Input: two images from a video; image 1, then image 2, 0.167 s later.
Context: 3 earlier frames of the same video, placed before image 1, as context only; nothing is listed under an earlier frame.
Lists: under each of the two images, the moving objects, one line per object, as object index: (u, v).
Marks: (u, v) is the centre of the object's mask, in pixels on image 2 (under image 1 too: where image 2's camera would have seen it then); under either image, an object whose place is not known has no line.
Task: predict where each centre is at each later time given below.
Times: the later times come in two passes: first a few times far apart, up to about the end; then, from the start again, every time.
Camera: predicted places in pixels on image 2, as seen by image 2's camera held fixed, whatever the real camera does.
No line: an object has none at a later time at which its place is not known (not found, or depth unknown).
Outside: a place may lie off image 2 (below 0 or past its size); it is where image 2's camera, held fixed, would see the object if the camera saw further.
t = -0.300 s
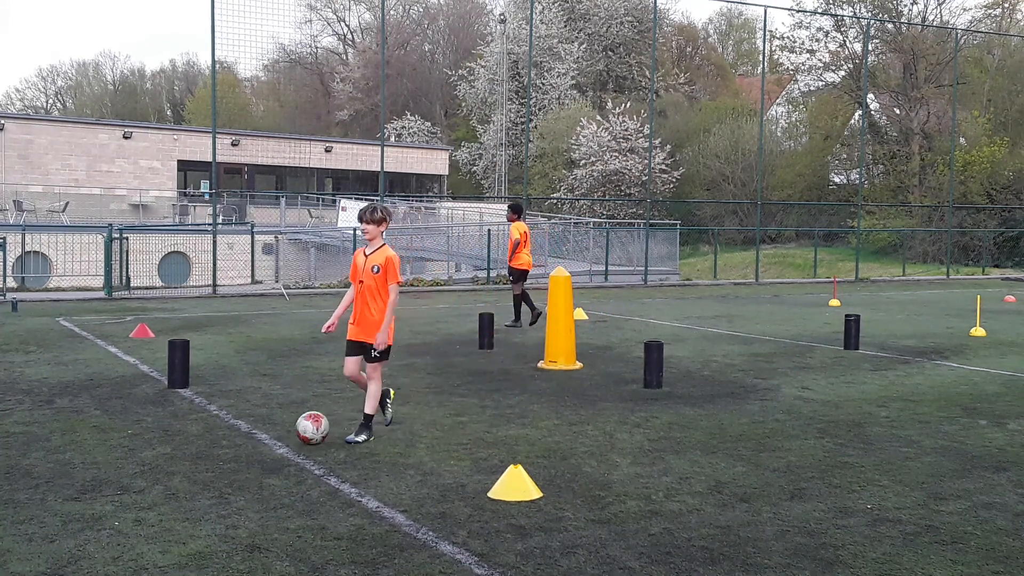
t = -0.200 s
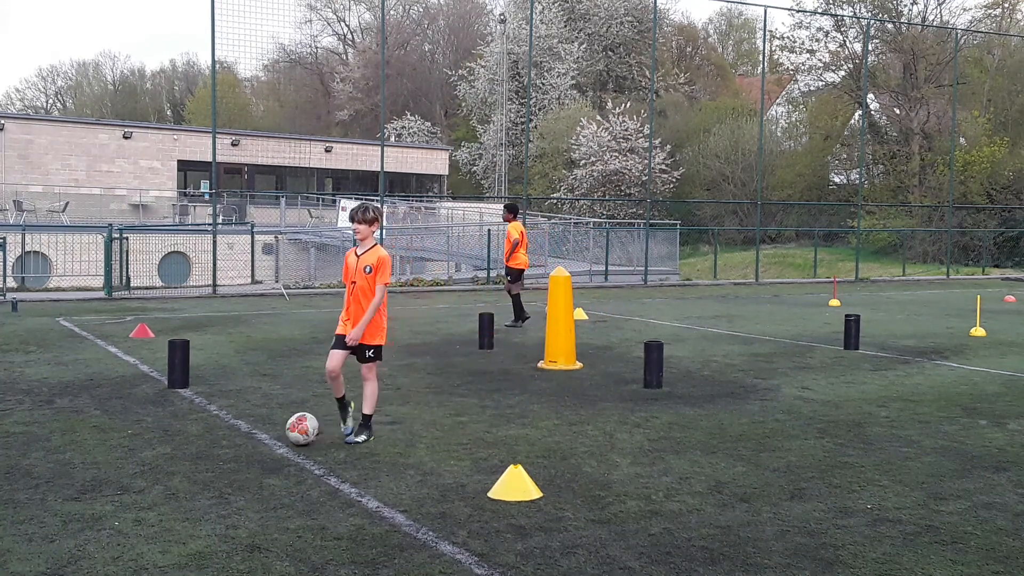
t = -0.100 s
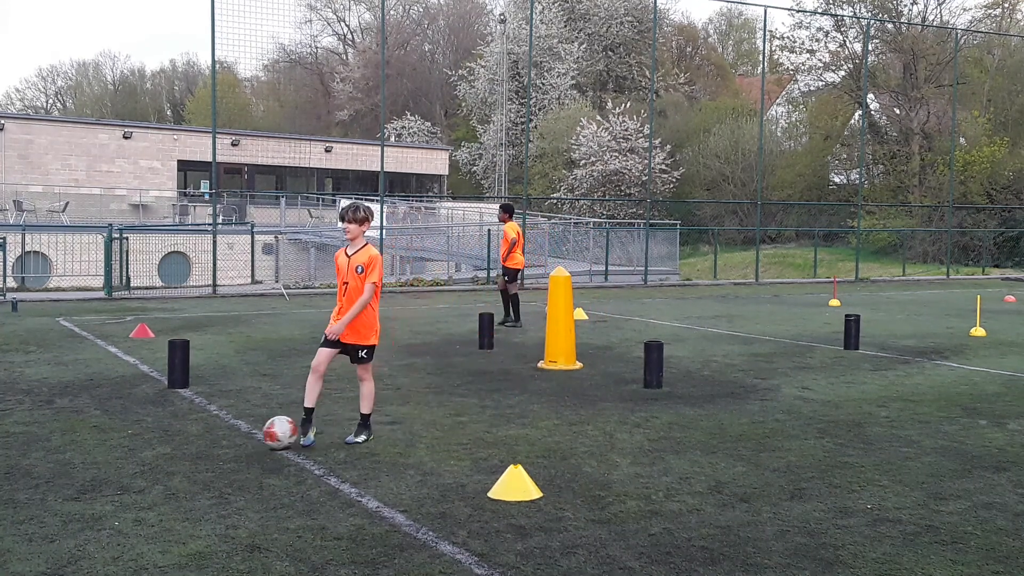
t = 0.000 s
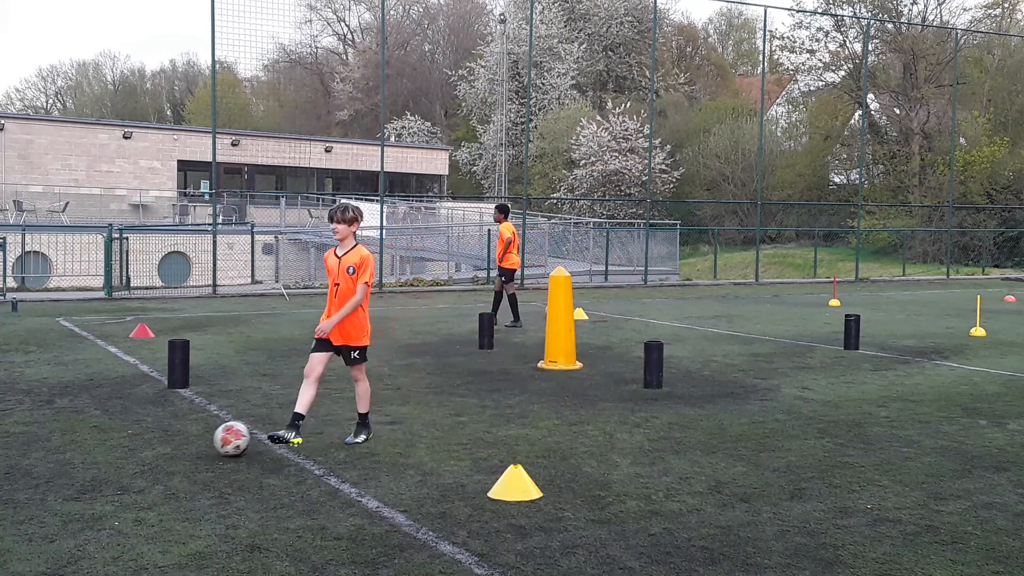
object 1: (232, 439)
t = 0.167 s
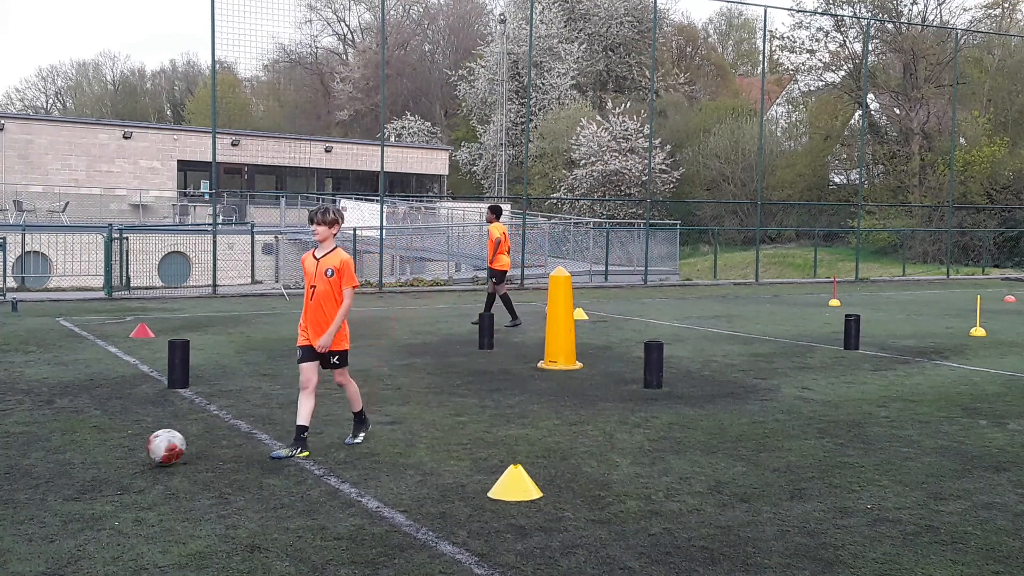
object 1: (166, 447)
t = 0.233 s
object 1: (143, 451)
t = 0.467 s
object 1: (62, 463)
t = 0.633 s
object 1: (11, 472)
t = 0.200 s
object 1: (154, 450)
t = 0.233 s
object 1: (143, 451)
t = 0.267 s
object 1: (132, 453)
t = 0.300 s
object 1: (120, 454)
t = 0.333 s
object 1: (109, 456)
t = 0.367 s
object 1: (97, 459)
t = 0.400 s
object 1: (85, 460)
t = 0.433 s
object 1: (73, 462)
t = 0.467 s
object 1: (62, 463)
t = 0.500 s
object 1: (50, 466)
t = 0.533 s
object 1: (38, 468)
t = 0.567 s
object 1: (27, 469)
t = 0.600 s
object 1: (17, 471)
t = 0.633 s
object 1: (11, 472)
